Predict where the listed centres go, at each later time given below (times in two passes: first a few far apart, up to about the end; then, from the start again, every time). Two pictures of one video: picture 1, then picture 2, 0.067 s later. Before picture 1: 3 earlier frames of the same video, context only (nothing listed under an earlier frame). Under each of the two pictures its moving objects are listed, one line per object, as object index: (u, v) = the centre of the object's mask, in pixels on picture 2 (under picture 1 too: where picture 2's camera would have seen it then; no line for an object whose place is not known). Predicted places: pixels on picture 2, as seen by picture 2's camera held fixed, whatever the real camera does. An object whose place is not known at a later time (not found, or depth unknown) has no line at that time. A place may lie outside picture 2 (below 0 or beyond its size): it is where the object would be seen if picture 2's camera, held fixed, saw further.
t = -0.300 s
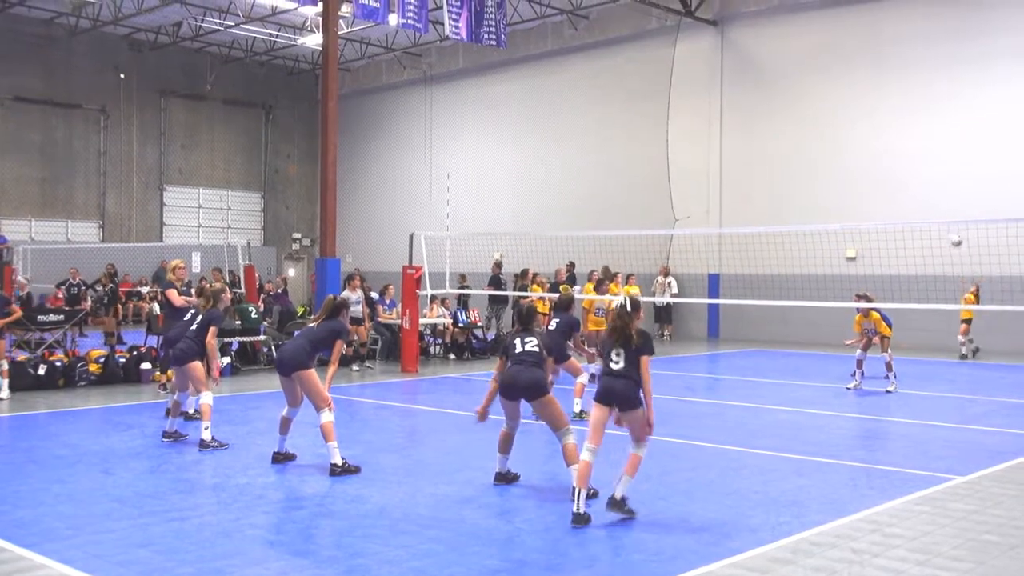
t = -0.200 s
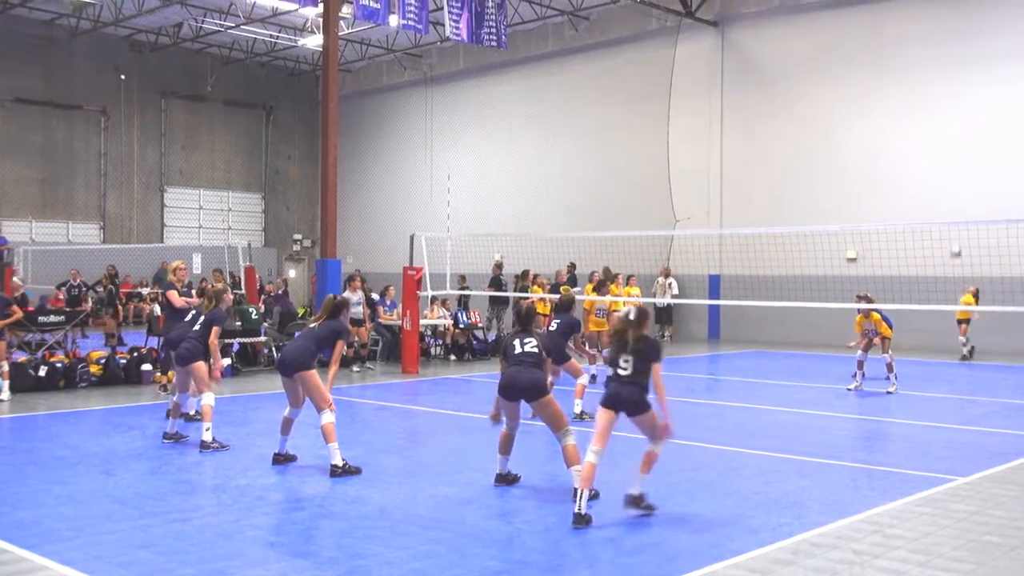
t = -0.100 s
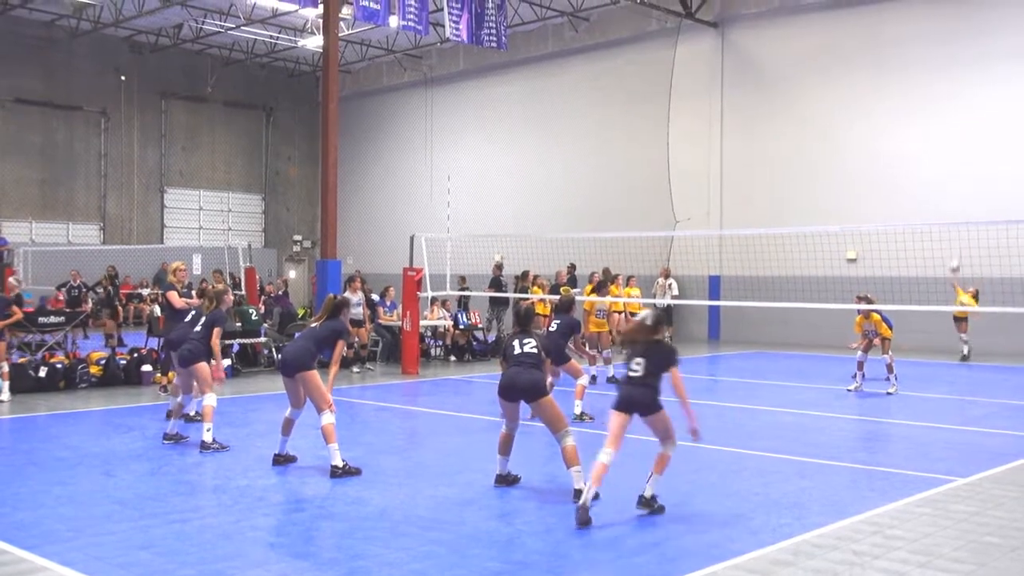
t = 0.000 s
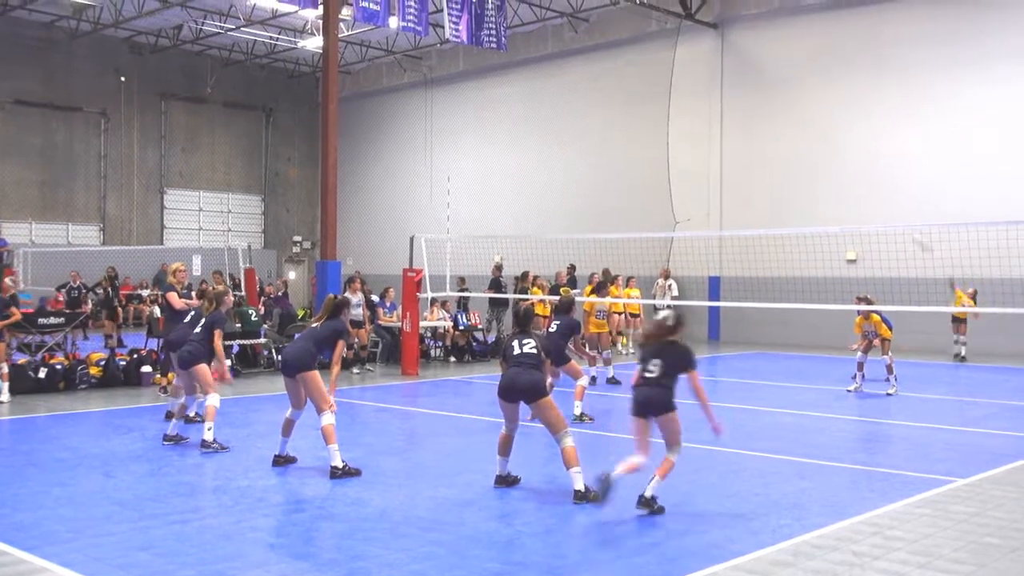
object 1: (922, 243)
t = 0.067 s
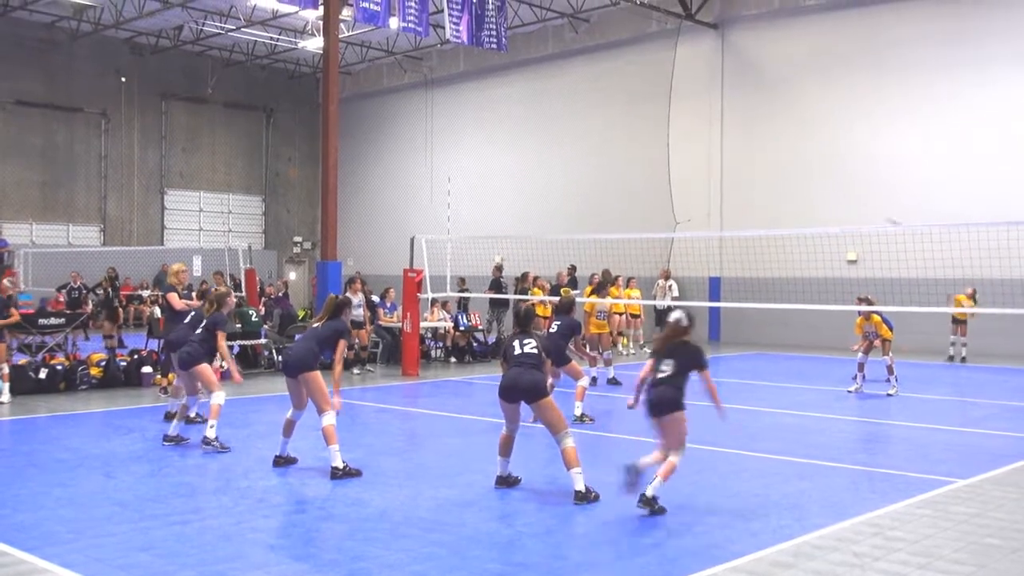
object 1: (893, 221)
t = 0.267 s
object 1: (810, 175)
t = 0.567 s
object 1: (672, 155)
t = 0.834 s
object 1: (533, 183)
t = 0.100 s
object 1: (882, 213)
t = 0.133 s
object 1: (867, 205)
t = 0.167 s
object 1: (853, 195)
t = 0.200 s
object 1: (839, 188)
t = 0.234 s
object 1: (826, 183)
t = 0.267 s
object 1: (810, 175)
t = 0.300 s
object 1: (794, 170)
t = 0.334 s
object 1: (779, 165)
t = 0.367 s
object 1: (765, 161)
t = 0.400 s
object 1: (750, 159)
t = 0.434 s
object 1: (735, 157)
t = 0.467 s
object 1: (718, 155)
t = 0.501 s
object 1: (703, 156)
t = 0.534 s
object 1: (688, 154)
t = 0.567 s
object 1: (672, 155)
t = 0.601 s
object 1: (654, 156)
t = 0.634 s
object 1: (639, 158)
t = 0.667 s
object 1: (623, 160)
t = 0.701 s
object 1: (605, 164)
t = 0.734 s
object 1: (587, 168)
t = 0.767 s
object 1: (571, 173)
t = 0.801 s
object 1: (550, 179)
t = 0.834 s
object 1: (533, 183)
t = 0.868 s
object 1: (513, 191)
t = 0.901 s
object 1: (495, 198)
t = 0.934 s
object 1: (476, 206)
